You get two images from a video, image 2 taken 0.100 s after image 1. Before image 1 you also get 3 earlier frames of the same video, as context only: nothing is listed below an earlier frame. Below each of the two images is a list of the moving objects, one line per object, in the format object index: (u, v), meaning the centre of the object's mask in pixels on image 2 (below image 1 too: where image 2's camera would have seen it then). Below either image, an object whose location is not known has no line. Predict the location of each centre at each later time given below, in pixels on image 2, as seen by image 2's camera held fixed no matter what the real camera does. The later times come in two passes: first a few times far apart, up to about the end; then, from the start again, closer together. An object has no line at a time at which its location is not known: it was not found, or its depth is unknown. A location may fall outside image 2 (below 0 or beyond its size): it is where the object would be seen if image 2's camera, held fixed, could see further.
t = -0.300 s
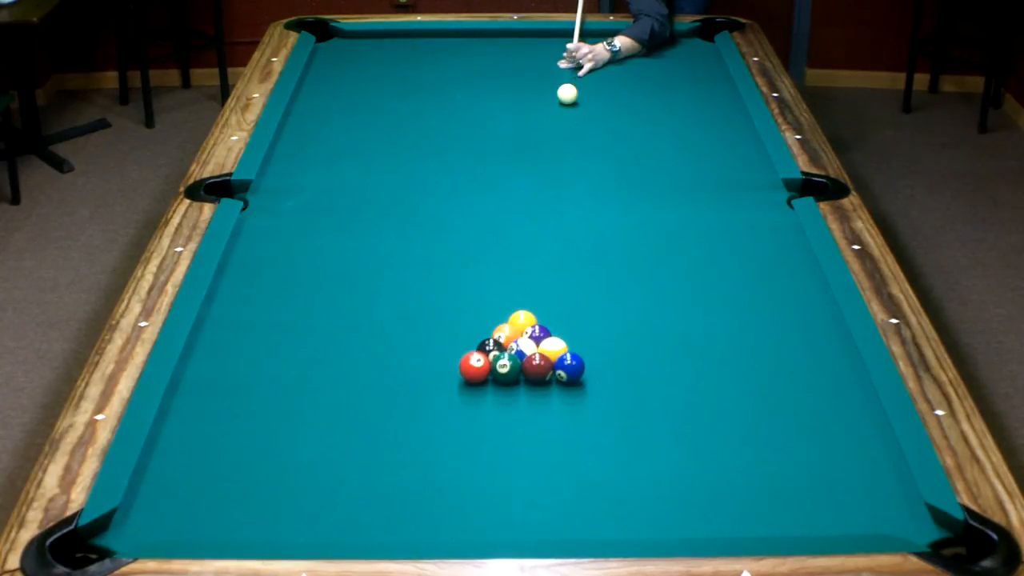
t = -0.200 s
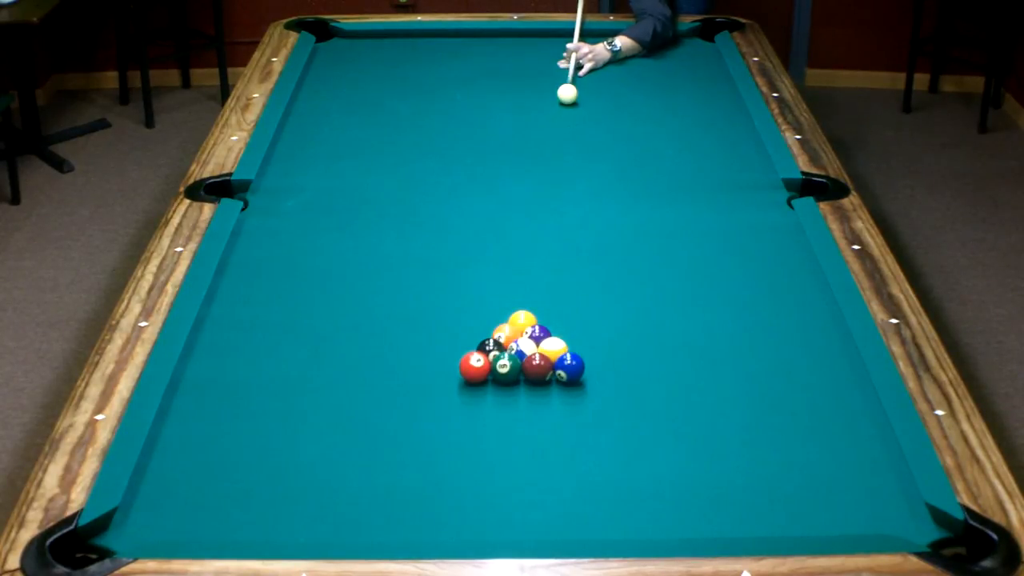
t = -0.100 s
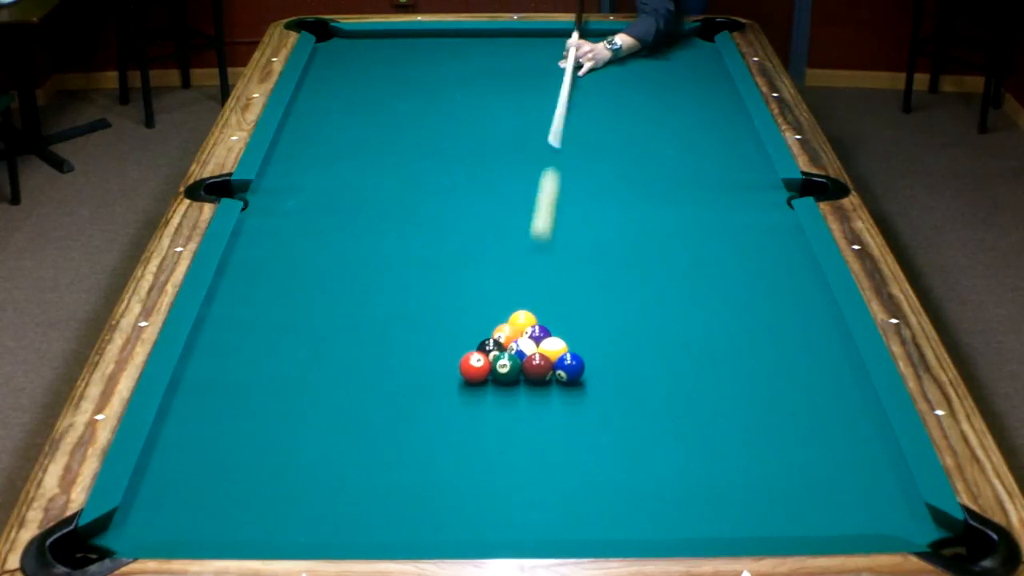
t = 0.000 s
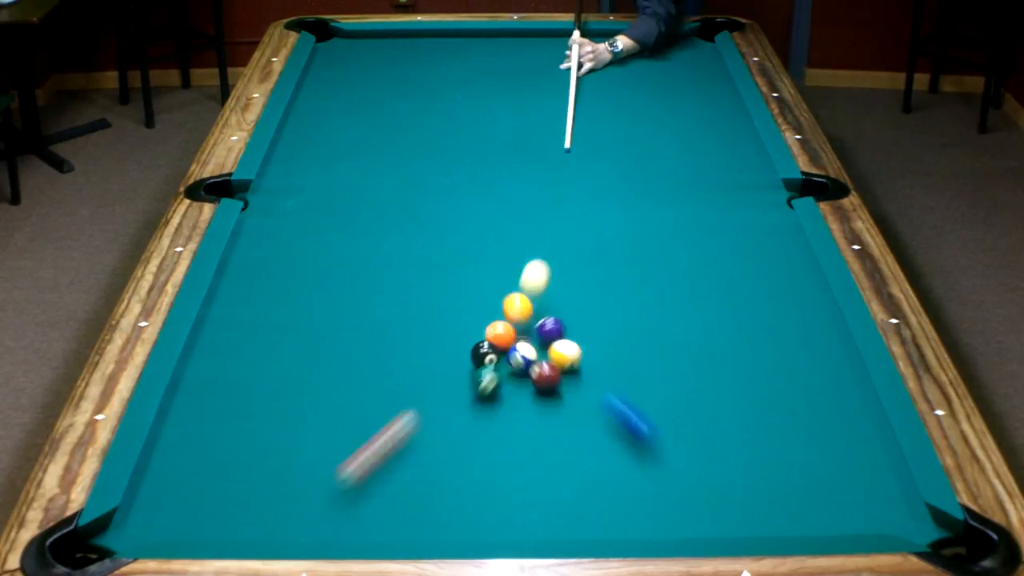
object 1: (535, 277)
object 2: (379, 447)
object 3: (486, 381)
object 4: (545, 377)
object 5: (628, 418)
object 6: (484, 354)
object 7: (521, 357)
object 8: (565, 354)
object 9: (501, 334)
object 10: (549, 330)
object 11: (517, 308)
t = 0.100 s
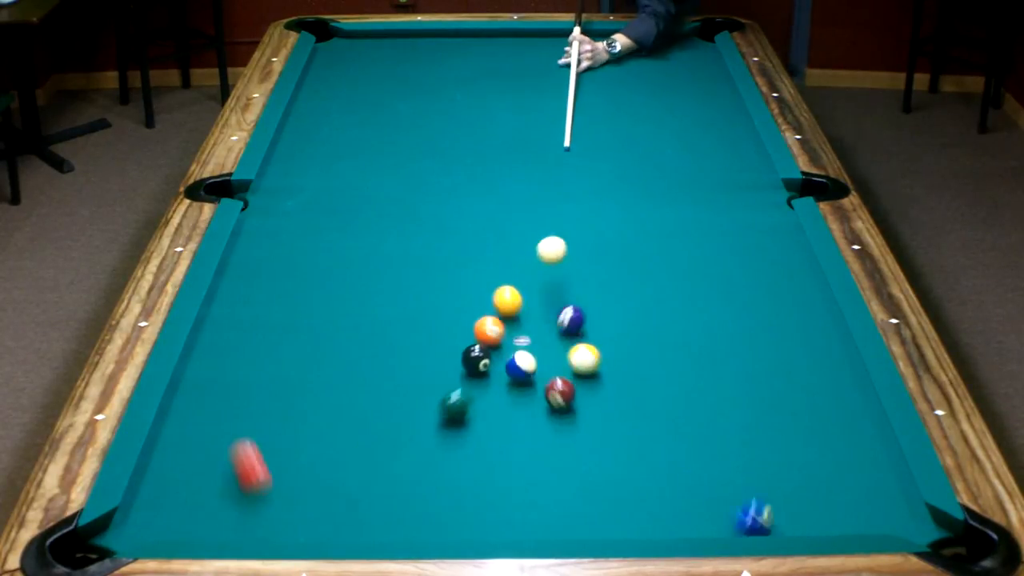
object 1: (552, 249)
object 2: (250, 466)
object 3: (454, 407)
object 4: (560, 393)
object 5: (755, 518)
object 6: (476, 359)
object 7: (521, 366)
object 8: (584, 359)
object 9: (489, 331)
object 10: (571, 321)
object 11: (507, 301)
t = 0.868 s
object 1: (635, 216)
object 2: (480, 97)
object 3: (240, 498)
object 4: (671, 520)
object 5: (716, 190)
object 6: (416, 387)
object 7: (513, 434)
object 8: (722, 387)
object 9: (416, 299)
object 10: (693, 245)
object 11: (435, 215)
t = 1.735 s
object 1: (690, 215)
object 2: (708, 95)
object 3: (212, 400)
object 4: (715, 461)
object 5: (579, 40)
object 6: (368, 406)
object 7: (502, 502)
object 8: (857, 413)
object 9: (357, 275)
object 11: (379, 146)
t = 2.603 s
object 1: (723, 215)
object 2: (554, 220)
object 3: (300, 336)
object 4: (741, 415)
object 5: (426, 93)
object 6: (345, 415)
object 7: (498, 521)
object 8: (834, 423)
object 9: (318, 261)
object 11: (339, 99)
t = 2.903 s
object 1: (730, 215)
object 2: (484, 277)
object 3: (323, 320)
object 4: (749, 404)
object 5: (365, 118)
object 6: (343, 415)
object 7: (500, 519)
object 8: (826, 426)
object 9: (310, 257)
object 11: (329, 86)
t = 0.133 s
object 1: (557, 249)
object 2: (234, 430)
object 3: (445, 414)
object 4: (564, 399)
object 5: (764, 494)
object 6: (473, 361)
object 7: (521, 370)
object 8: (590, 360)
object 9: (485, 329)
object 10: (577, 316)
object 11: (503, 295)
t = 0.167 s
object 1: (562, 254)
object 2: (220, 397)
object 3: (436, 420)
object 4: (569, 402)
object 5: (772, 466)
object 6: (470, 363)
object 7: (521, 373)
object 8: (597, 362)
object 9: (481, 328)
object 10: (583, 312)
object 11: (500, 293)
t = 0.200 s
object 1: (567, 254)
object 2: (208, 368)
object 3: (426, 427)
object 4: (573, 407)
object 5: (779, 443)
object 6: (467, 364)
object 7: (521, 375)
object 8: (602, 363)
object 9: (478, 326)
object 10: (589, 309)
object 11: (496, 289)
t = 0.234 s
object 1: (572, 243)
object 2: (202, 342)
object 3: (414, 437)
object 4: (578, 413)
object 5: (785, 421)
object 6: (464, 365)
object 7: (520, 378)
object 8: (609, 364)
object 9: (474, 324)
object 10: (595, 306)
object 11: (493, 285)
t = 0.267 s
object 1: (576, 238)
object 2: (224, 319)
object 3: (404, 445)
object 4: (582, 419)
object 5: (792, 400)
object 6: (462, 367)
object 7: (520, 382)
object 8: (615, 365)
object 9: (471, 323)
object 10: (600, 301)
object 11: (489, 281)
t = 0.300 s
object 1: (581, 236)
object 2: (247, 299)
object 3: (394, 452)
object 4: (587, 424)
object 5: (799, 382)
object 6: (459, 368)
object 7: (520, 385)
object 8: (622, 367)
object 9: (468, 321)
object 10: (606, 297)
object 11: (486, 277)
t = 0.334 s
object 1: (585, 236)
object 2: (269, 281)
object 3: (383, 462)
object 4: (591, 429)
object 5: (805, 364)
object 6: (456, 369)
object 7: (520, 387)
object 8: (628, 368)
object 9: (464, 320)
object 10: (612, 294)
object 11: (483, 272)
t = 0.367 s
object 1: (589, 231)
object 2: (289, 263)
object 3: (372, 469)
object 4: (596, 435)
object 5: (810, 348)
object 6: (453, 370)
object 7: (519, 391)
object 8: (634, 369)
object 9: (461, 319)
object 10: (618, 291)
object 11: (479, 268)
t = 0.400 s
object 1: (593, 229)
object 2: (308, 247)
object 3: (361, 477)
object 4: (601, 441)
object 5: (815, 334)
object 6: (451, 372)
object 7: (519, 394)
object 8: (640, 371)
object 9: (458, 317)
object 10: (624, 287)
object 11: (476, 264)
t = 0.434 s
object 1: (597, 226)
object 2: (326, 232)
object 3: (349, 487)
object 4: (606, 448)
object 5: (819, 319)
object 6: (448, 373)
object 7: (519, 396)
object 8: (646, 372)
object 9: (454, 316)
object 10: (629, 283)
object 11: (473, 260)
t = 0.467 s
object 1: (600, 224)
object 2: (341, 218)
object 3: (337, 496)
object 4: (610, 454)
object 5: (823, 305)
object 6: (445, 374)
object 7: (518, 398)
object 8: (652, 373)
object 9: (451, 314)
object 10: (634, 280)
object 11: (470, 257)
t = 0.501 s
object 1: (604, 221)
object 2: (356, 205)
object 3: (326, 505)
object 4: (615, 457)
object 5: (814, 296)
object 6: (442, 375)
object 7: (518, 402)
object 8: (658, 374)
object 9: (448, 313)
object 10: (640, 278)
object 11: (466, 253)
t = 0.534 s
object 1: (607, 219)
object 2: (370, 193)
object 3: (313, 514)
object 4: (620, 462)
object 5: (801, 284)
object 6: (440, 376)
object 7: (518, 406)
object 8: (663, 375)
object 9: (445, 311)
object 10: (645, 275)
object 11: (463, 249)
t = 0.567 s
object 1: (611, 218)
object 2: (383, 182)
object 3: (303, 520)
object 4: (625, 469)
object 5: (792, 273)
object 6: (438, 377)
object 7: (517, 408)
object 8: (670, 376)
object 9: (442, 310)
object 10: (650, 271)
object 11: (460, 245)
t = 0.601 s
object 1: (614, 217)
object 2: (395, 171)
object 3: (292, 525)
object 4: (630, 474)
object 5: (782, 263)
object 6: (435, 378)
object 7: (517, 412)
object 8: (676, 377)
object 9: (439, 309)
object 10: (655, 268)
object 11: (457, 242)
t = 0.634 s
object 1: (616, 216)
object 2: (407, 160)
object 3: (280, 527)
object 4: (635, 480)
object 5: (773, 252)
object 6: (432, 379)
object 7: (517, 415)
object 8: (682, 378)
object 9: (436, 308)
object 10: (660, 265)
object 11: (454, 238)
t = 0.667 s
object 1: (619, 216)
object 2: (418, 150)
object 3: (273, 523)
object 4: (639, 485)
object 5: (765, 243)
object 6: (430, 381)
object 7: (516, 416)
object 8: (688, 380)
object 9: (433, 306)
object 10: (665, 262)
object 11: (451, 235)
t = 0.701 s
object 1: (622, 216)
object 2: (429, 141)
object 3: (267, 520)
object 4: (644, 491)
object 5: (756, 233)
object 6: (427, 382)
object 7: (515, 419)
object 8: (694, 381)
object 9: (430, 305)
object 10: (670, 260)
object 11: (449, 231)
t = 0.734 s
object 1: (625, 216)
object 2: (440, 131)
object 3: (263, 517)
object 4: (650, 497)
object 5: (748, 225)
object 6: (425, 383)
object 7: (515, 423)
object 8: (700, 382)
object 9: (427, 304)
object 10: (675, 256)
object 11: (446, 228)
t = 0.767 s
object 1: (627, 216)
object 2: (450, 122)
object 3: (256, 513)
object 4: (656, 505)
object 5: (739, 216)
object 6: (423, 384)
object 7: (514, 426)
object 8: (705, 384)
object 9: (424, 303)
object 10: (680, 253)
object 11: (443, 225)
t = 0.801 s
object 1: (630, 216)
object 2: (461, 113)
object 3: (251, 508)
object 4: (660, 511)
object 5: (732, 207)
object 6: (421, 385)
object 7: (514, 429)
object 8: (711, 385)
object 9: (421, 301)
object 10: (684, 251)
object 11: (440, 221)
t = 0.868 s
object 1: (635, 216)
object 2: (480, 97)
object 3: (240, 498)
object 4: (671, 520)
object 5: (716, 190)
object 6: (416, 387)
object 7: (513, 434)
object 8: (722, 387)
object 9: (416, 299)
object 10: (693, 245)
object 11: (435, 215)
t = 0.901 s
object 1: (638, 216)
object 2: (489, 89)
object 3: (234, 494)
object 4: (677, 524)
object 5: (709, 183)
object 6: (414, 388)
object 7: (513, 437)
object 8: (728, 388)
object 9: (413, 298)
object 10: (698, 242)
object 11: (433, 211)
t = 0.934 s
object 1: (640, 216)
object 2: (497, 82)
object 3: (229, 488)
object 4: (680, 525)
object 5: (702, 175)
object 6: (412, 389)
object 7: (512, 440)
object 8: (733, 389)
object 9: (410, 297)
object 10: (703, 240)
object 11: (430, 209)
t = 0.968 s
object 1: (643, 216)
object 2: (506, 75)
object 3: (223, 483)
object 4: (682, 523)
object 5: (696, 167)
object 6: (409, 390)
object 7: (512, 441)
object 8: (739, 390)
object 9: (408, 296)
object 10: (707, 237)
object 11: (427, 205)
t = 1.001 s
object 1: (645, 216)
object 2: (514, 68)
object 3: (218, 480)
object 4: (683, 521)
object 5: (689, 160)
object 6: (407, 391)
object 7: (511, 444)
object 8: (745, 392)
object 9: (405, 295)
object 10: (711, 235)
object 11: (425, 202)
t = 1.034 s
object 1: (647, 216)
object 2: (522, 61)
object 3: (213, 476)
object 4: (685, 518)
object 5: (682, 152)
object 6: (405, 391)
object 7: (511, 447)
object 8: (750, 392)
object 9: (403, 294)
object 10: (716, 233)
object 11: (423, 199)
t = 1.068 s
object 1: (650, 216)
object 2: (530, 54)
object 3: (208, 471)
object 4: (687, 515)
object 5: (677, 147)
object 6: (403, 392)
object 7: (510, 450)
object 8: (756, 394)
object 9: (400, 293)
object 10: (720, 229)
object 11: (420, 196)
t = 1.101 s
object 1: (652, 216)
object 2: (537, 48)
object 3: (204, 467)
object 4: (688, 512)
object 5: (671, 139)
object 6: (401, 393)
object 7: (510, 453)
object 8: (761, 395)
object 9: (398, 291)
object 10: (724, 227)
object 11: (418, 193)
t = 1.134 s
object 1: (654, 216)
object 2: (544, 42)
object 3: (199, 463)
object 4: (690, 508)
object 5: (665, 133)
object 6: (399, 394)
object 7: (509, 454)
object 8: (766, 396)
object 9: (395, 290)
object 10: (728, 225)
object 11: (416, 190)
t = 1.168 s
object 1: (657, 216)
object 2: (551, 36)
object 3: (194, 459)
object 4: (691, 506)
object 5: (659, 127)
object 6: (397, 395)
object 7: (509, 457)
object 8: (772, 397)
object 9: (393, 289)
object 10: (732, 223)
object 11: (413, 188)
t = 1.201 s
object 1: (659, 216)
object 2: (559, 32)
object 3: (189, 455)
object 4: (693, 503)
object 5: (653, 121)
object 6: (395, 396)
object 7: (508, 459)
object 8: (777, 398)
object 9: (391, 288)
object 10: (736, 220)
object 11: (411, 185)
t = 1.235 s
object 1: (661, 216)
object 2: (570, 35)
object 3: (184, 450)
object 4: (694, 500)
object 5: (648, 115)
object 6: (393, 397)
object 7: (508, 463)
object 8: (782, 399)
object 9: (388, 288)
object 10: (740, 217)
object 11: (409, 182)
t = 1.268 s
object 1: (664, 216)
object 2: (583, 40)
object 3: (179, 446)
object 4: (696, 497)
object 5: (642, 109)
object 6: (391, 397)
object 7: (508, 467)
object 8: (788, 400)
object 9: (386, 287)
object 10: (744, 215)
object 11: (407, 180)
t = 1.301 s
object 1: (665, 215)
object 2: (596, 45)
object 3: (174, 443)
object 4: (697, 494)
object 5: (637, 103)
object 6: (389, 398)
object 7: (507, 470)
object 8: (793, 401)
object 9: (384, 286)
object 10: (748, 213)
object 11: (404, 177)
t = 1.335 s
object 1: (668, 215)
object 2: (608, 49)
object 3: (170, 440)
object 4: (699, 491)
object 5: (632, 98)
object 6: (387, 398)
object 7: (506, 471)
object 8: (798, 402)
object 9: (381, 285)
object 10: (751, 211)
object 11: (402, 174)
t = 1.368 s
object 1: (670, 215)
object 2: (621, 53)
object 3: (167, 436)
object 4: (700, 488)
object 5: (627, 93)
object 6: (385, 399)
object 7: (506, 474)
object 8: (803, 403)
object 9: (379, 284)
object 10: (755, 209)
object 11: (400, 172)
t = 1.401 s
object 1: (672, 215)
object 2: (634, 58)
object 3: (166, 434)
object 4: (701, 486)
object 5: (622, 87)
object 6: (384, 400)
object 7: (506, 477)
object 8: (808, 403)
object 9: (377, 283)
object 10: (759, 206)
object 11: (398, 169)
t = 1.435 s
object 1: (673, 215)
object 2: (647, 62)
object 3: (172, 429)
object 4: (703, 483)
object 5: (617, 82)
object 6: (382, 401)
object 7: (505, 479)
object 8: (813, 404)
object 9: (375, 282)
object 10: (763, 204)
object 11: (396, 167)
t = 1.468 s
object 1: (676, 215)
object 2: (660, 66)
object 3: (177, 426)
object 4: (704, 480)
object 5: (612, 77)
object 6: (380, 401)
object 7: (505, 482)
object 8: (818, 406)
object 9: (373, 281)
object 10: (767, 202)
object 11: (394, 164)
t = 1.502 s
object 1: (677, 215)
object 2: (672, 69)
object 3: (181, 422)
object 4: (706, 479)
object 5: (608, 71)
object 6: (379, 402)
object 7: (505, 485)
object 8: (823, 407)
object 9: (371, 280)
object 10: (770, 200)
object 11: (392, 162)
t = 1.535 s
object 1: (679, 215)
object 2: (685, 73)
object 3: (186, 418)
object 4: (707, 475)
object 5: (604, 68)
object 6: (377, 402)
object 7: (504, 487)
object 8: (828, 408)
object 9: (369, 279)
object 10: (773, 198)
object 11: (390, 159)
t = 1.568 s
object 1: (681, 215)
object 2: (699, 76)
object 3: (191, 414)
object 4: (708, 474)
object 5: (599, 62)
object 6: (375, 403)
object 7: (504, 489)
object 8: (833, 409)
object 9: (367, 279)
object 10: (776, 196)
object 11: (388, 157)
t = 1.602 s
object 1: (683, 215)
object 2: (712, 80)
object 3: (194, 412)
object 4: (710, 472)
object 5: (595, 58)
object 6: (374, 404)
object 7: (504, 492)
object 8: (838, 410)
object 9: (365, 278)
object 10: (780, 194)
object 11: (386, 155)
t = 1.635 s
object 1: (685, 215)
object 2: (724, 84)
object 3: (199, 409)
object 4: (711, 470)
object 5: (590, 53)
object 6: (372, 405)
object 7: (503, 495)
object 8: (843, 411)
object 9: (363, 277)
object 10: (782, 191)
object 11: (384, 153)
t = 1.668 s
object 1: (687, 215)
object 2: (721, 87)
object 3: (203, 406)
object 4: (712, 466)
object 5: (586, 48)
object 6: (371, 405)
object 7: (503, 498)
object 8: (848, 412)
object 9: (361, 276)
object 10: (785, 190)
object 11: (382, 150)
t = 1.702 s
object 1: (688, 215)
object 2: (715, 91)
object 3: (207, 403)
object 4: (714, 464)
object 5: (582, 44)
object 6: (369, 405)
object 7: (503, 498)
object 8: (852, 413)
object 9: (359, 276)
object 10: (789, 188)
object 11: (380, 148)
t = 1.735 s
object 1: (690, 215)
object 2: (708, 95)
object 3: (212, 400)
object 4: (715, 461)
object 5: (579, 40)
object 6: (368, 406)
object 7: (502, 502)
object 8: (857, 413)
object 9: (357, 275)
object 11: (379, 146)
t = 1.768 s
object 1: (692, 215)
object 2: (703, 99)
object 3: (215, 397)
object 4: (716, 460)
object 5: (575, 35)
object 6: (366, 407)
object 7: (502, 503)
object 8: (862, 414)
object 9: (355, 274)
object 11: (377, 144)
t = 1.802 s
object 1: (693, 215)
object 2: (697, 103)
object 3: (219, 394)
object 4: (717, 458)
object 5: (570, 34)
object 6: (365, 407)
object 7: (502, 504)
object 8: (866, 415)
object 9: (353, 274)
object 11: (375, 142)
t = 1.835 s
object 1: (695, 215)
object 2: (693, 107)
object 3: (223, 392)
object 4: (718, 455)
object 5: (565, 36)
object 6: (364, 408)
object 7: (502, 508)
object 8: (870, 416)
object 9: (351, 273)
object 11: (373, 140)
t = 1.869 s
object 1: (697, 215)
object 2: (687, 111)
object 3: (227, 388)
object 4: (719, 453)
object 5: (559, 38)
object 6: (362, 409)
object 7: (501, 511)
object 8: (868, 416)
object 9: (350, 273)
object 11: (372, 138)
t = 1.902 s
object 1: (698, 215)
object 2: (682, 116)
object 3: (231, 385)
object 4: (721, 451)
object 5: (553, 41)
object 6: (361, 409)
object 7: (501, 513)
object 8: (866, 417)
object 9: (348, 272)
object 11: (370, 136)
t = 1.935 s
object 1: (700, 215)
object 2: (677, 120)
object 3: (235, 382)
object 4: (722, 449)
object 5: (547, 44)
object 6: (360, 409)
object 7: (501, 515)
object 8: (864, 417)
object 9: (346, 271)
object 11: (368, 133)
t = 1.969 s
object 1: (701, 215)
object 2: (672, 124)
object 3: (239, 380)
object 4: (723, 447)
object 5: (542, 47)
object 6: (359, 410)
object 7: (500, 517)
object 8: (862, 418)
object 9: (344, 271)
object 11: (367, 131)
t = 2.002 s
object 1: (703, 215)
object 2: (667, 128)
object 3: (242, 378)
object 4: (724, 445)
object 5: (536, 49)
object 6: (358, 410)
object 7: (500, 518)
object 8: (860, 418)
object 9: (343, 270)
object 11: (365, 130)
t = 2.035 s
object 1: (704, 215)
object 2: (661, 133)
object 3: (245, 376)
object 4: (725, 443)
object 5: (530, 51)
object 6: (357, 410)
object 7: (499, 520)
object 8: (858, 418)
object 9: (341, 269)
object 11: (363, 127)
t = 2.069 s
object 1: (705, 215)
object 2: (655, 137)
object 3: (249, 373)
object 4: (726, 441)
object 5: (524, 54)
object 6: (356, 411)
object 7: (499, 521)
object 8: (857, 419)
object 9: (340, 269)
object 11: (362, 126)
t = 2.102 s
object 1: (707, 215)
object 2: (650, 142)
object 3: (252, 370)
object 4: (727, 439)
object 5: (518, 56)
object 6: (355, 411)
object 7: (499, 522)
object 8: (855, 419)
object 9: (338, 268)
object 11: (360, 124)
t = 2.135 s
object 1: (708, 215)
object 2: (644, 146)
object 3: (257, 368)
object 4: (728, 438)
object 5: (513, 59)
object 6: (354, 412)
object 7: (499, 523)
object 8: (853, 419)
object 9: (336, 268)
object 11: (359, 122)
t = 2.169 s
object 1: (709, 215)
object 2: (639, 151)
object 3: (260, 365)
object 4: (729, 436)
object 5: (507, 61)
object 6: (353, 412)
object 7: (498, 525)
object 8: (852, 420)
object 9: (335, 267)
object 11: (357, 120)
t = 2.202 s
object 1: (711, 215)
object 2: (633, 156)
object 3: (263, 363)
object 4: (730, 433)
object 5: (501, 63)
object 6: (352, 412)
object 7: (498, 526)
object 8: (850, 420)
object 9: (333, 266)
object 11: (356, 118)
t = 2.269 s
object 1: (713, 215)
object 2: (621, 166)
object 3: (269, 358)
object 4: (732, 430)
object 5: (490, 68)
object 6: (350, 412)
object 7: (498, 527)
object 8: (847, 420)
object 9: (330, 266)
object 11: (353, 115)
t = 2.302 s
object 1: (714, 215)
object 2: (614, 171)
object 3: (273, 356)
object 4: (733, 429)
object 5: (484, 71)
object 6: (349, 413)
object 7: (498, 526)
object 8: (846, 421)
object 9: (329, 265)
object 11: (351, 113)
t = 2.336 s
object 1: (716, 215)
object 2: (608, 176)
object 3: (276, 354)
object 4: (734, 427)
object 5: (477, 73)
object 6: (348, 413)
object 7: (498, 525)
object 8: (844, 421)
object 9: (328, 264)
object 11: (350, 112)
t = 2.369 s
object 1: (716, 215)
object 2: (602, 181)
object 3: (279, 351)
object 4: (735, 426)
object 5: (471, 75)
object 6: (348, 413)
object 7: (498, 525)
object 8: (843, 421)
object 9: (326, 264)
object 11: (349, 110)
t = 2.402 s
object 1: (718, 215)
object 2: (595, 187)
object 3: (282, 349)
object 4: (736, 424)
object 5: (464, 77)
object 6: (347, 413)
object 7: (498, 524)
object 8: (842, 422)
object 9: (325, 263)
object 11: (347, 108)
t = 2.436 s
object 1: (719, 215)
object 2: (589, 192)
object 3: (286, 346)
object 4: (737, 422)
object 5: (458, 80)
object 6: (347, 414)
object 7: (498, 524)
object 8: (840, 422)
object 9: (324, 263)
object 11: (346, 106)
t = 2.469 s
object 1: (720, 215)
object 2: (582, 197)
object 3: (289, 345)
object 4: (738, 421)
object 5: (452, 83)
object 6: (346, 414)
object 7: (498, 523)
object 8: (839, 422)
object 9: (323, 262)
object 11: (345, 105)
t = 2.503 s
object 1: (721, 215)
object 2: (575, 203)
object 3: (291, 343)
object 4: (739, 420)
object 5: (445, 86)
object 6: (346, 414)
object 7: (498, 523)
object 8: (838, 423)
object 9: (322, 262)
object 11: (343, 103)
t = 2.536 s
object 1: (721, 215)
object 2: (568, 209)
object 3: (294, 341)
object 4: (739, 419)
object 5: (438, 88)
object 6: (345, 414)
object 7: (498, 522)
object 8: (836, 423)
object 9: (320, 262)
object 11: (342, 102)
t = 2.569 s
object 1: (723, 215)
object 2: (561, 214)
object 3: (297, 339)
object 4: (741, 417)
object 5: (432, 90)
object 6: (345, 414)
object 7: (498, 522)
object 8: (836, 423)
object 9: (319, 261)
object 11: (341, 100)
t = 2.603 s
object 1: (723, 215)
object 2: (554, 220)
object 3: (300, 336)
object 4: (741, 415)
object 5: (426, 93)
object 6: (345, 415)
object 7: (498, 521)
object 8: (834, 423)
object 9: (318, 261)
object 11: (339, 99)
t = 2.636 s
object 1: (724, 215)
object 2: (547, 226)
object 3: (303, 335)
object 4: (742, 414)
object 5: (419, 96)
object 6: (344, 415)
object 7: (499, 521)
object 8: (833, 424)
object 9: (317, 260)
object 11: (338, 97)
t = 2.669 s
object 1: (725, 215)
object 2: (539, 232)
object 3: (305, 333)
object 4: (743, 413)
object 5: (413, 99)
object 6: (344, 415)
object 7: (499, 521)
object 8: (832, 424)
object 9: (316, 260)
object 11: (337, 95)
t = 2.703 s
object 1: (726, 215)
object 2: (532, 238)
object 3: (309, 330)
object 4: (744, 412)
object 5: (406, 101)
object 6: (344, 415)
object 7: (499, 520)
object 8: (831, 424)
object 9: (315, 259)
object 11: (336, 94)
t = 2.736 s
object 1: (726, 215)
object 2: (524, 245)
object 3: (312, 328)
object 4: (745, 410)
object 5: (399, 104)
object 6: (344, 415)
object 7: (499, 520)
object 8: (830, 424)
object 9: (314, 259)
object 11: (334, 93)
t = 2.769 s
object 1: (727, 215)
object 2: (516, 251)
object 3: (314, 327)
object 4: (746, 409)
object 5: (392, 106)
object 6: (344, 415)
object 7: (500, 520)
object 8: (829, 425)
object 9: (313, 259)
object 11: (333, 91)
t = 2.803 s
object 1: (728, 215)
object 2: (509, 257)
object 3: (316, 325)
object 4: (747, 408)
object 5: (385, 110)
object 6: (344, 415)
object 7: (500, 519)
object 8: (828, 425)
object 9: (312, 258)
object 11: (332, 90)
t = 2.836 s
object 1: (729, 215)
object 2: (500, 264)
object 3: (319, 323)
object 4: (747, 406)
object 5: (379, 112)
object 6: (344, 415)
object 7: (500, 519)
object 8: (828, 425)
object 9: (311, 258)
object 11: (331, 88)
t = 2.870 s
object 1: (729, 215)
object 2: (492, 271)
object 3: (321, 322)
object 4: (748, 405)
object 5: (372, 115)
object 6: (344, 415)
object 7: (500, 519)
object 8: (827, 425)
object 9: (311, 258)
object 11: (330, 87)
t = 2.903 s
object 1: (730, 215)
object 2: (484, 277)
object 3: (323, 320)
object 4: (749, 404)
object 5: (365, 118)
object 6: (343, 415)
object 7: (500, 519)
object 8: (826, 426)
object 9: (310, 257)
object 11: (329, 86)
